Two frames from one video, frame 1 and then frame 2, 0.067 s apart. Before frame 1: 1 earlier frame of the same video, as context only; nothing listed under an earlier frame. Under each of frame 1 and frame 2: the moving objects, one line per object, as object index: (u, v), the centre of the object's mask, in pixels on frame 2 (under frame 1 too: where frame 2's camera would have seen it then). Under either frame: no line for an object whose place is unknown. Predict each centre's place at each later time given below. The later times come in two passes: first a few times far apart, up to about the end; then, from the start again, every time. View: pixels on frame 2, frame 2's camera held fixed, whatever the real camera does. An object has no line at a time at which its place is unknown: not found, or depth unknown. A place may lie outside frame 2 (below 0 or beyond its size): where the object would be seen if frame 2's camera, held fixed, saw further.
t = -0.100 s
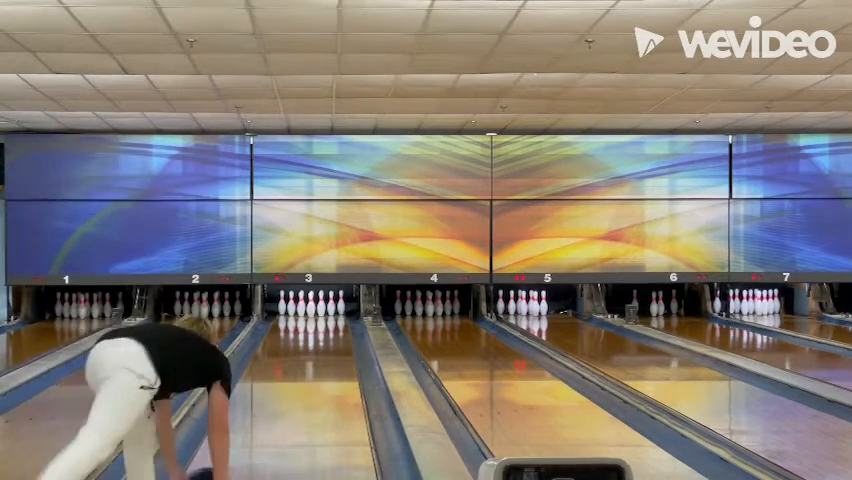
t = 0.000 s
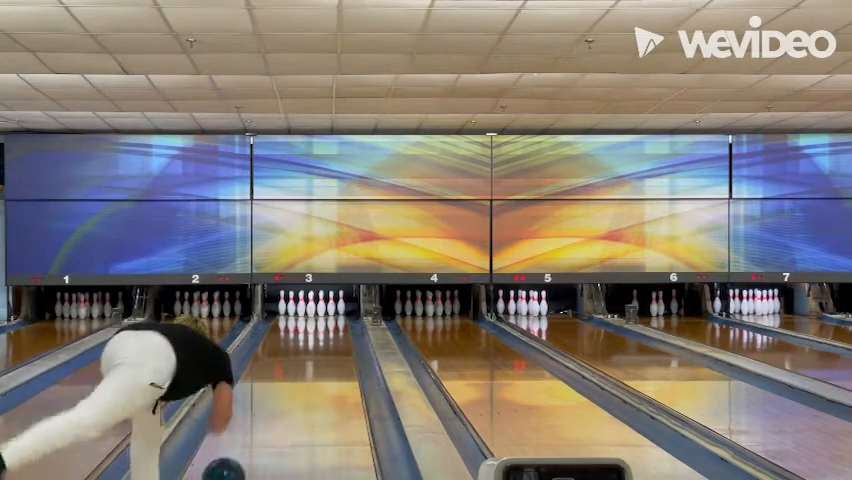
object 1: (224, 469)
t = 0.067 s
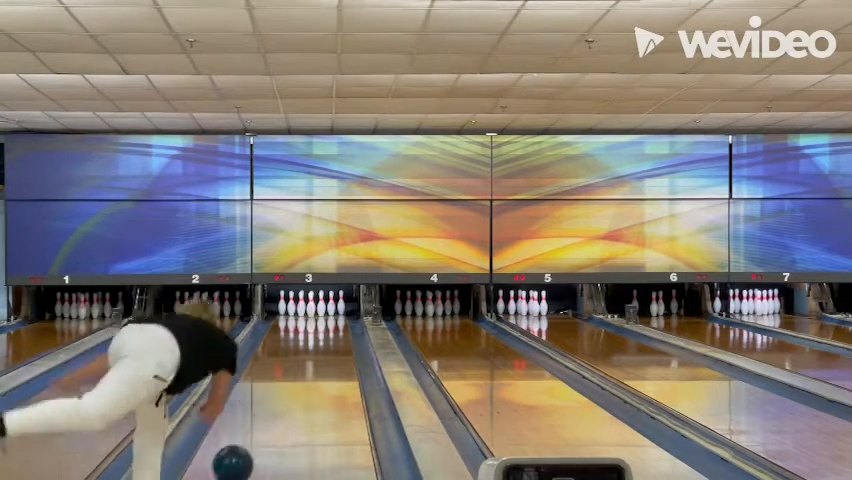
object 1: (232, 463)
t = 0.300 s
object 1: (256, 427)
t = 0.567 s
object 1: (275, 396)
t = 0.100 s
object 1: (236, 459)
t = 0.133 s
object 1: (240, 453)
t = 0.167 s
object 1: (244, 447)
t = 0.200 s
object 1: (247, 441)
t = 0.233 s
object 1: (250, 437)
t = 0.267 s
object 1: (254, 432)
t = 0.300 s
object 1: (256, 427)
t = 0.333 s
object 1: (261, 422)
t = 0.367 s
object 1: (264, 416)
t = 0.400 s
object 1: (268, 412)
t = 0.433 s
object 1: (270, 409)
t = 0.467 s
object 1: (271, 406)
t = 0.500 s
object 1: (272, 403)
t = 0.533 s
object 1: (273, 400)
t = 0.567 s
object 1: (275, 396)
